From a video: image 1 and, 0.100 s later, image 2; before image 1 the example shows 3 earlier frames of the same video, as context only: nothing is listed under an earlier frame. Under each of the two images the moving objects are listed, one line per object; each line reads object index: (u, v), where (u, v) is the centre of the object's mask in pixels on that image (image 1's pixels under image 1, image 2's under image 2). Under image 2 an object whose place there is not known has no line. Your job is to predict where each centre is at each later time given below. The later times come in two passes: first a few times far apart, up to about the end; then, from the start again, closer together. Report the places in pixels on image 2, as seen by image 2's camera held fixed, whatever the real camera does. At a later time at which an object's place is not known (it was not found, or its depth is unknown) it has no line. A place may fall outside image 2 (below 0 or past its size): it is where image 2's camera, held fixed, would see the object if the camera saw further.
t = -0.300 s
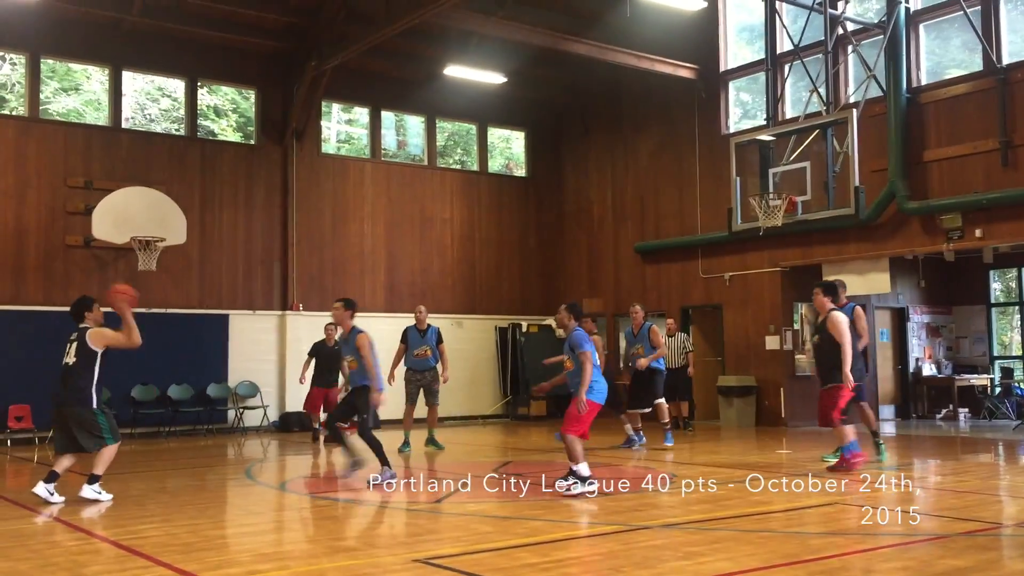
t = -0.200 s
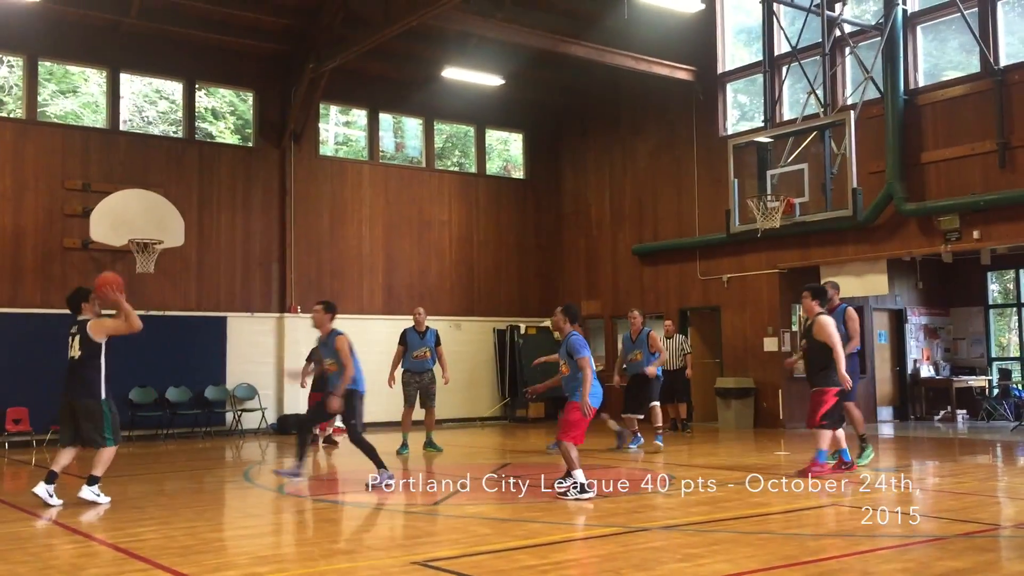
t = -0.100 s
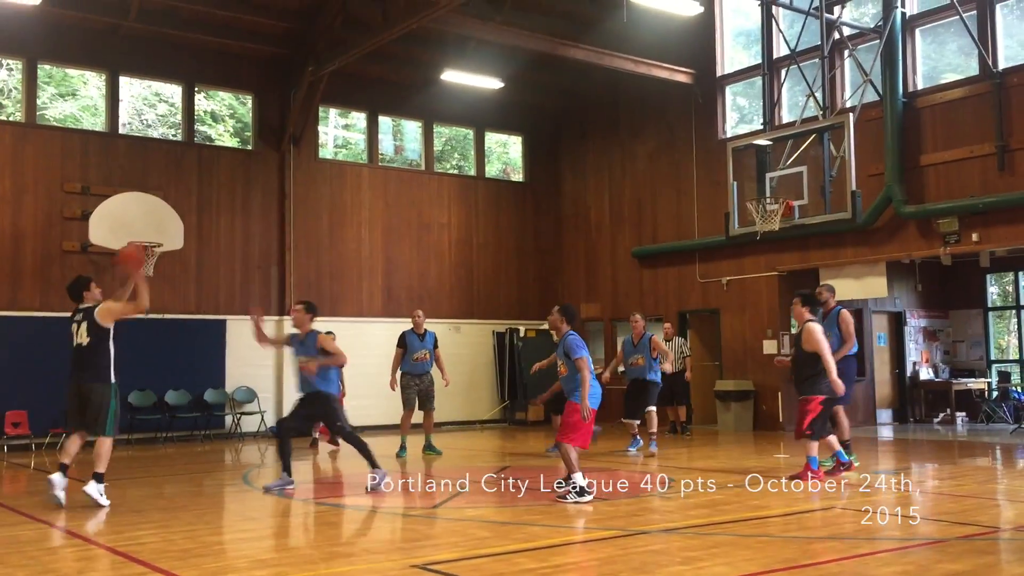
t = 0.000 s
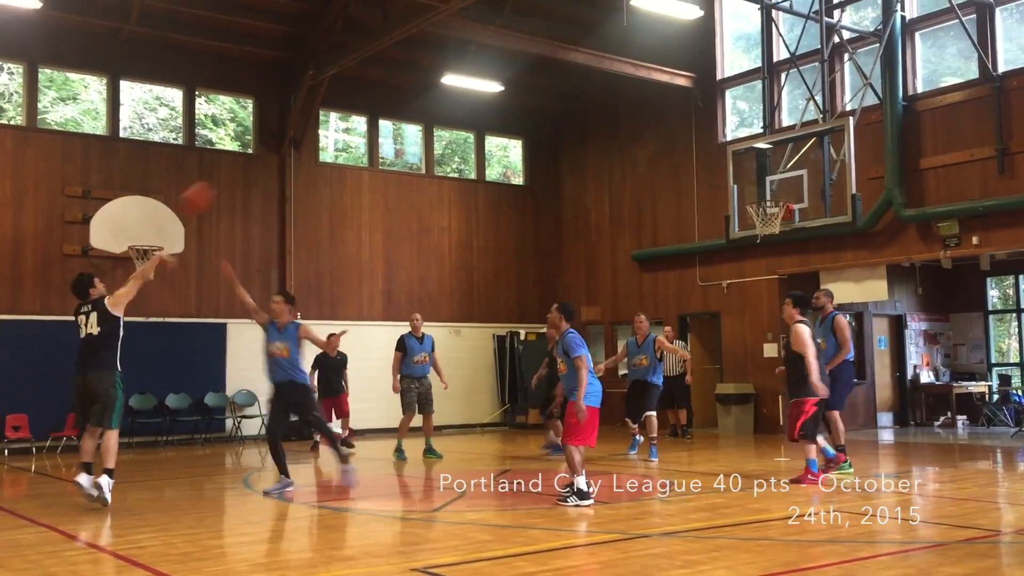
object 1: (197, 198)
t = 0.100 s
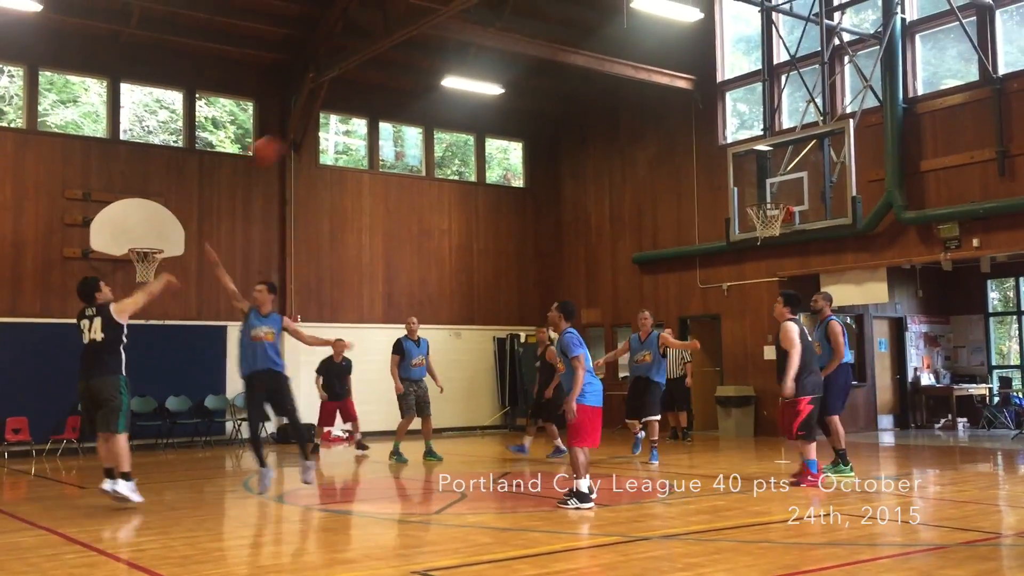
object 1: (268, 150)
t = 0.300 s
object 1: (387, 86)
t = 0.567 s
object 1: (528, 66)
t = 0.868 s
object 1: (664, 114)
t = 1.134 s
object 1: (774, 210)
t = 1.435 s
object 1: (767, 238)
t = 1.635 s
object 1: (763, 277)
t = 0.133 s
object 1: (286, 137)
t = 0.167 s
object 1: (305, 125)
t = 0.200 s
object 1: (330, 109)
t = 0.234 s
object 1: (349, 101)
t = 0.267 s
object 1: (368, 94)
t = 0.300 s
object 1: (387, 86)
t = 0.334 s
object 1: (406, 80)
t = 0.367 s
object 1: (424, 75)
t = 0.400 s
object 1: (441, 69)
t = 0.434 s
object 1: (460, 66)
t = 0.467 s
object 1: (479, 65)
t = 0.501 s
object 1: (495, 65)
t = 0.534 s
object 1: (512, 65)
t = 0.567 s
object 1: (528, 66)
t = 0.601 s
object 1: (543, 68)
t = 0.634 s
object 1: (560, 71)
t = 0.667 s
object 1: (575, 74)
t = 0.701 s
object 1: (590, 79)
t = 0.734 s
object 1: (605, 84)
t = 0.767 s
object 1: (620, 91)
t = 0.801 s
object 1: (635, 98)
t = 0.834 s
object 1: (650, 105)
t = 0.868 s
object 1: (664, 114)
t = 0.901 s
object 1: (678, 124)
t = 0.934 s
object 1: (692, 134)
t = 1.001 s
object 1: (718, 156)
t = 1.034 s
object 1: (734, 168)
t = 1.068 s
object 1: (744, 180)
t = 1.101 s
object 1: (756, 193)
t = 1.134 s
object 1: (774, 210)
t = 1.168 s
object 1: (776, 217)
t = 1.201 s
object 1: (774, 219)
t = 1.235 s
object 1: (771, 221)
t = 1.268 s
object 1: (772, 218)
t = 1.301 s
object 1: (771, 219)
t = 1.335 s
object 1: (771, 225)
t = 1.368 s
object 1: (768, 227)
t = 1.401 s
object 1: (767, 236)
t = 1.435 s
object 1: (767, 238)
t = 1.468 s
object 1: (766, 240)
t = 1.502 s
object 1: (765, 247)
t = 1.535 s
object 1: (765, 252)
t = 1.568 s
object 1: (765, 260)
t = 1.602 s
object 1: (764, 268)
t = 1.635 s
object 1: (763, 277)
